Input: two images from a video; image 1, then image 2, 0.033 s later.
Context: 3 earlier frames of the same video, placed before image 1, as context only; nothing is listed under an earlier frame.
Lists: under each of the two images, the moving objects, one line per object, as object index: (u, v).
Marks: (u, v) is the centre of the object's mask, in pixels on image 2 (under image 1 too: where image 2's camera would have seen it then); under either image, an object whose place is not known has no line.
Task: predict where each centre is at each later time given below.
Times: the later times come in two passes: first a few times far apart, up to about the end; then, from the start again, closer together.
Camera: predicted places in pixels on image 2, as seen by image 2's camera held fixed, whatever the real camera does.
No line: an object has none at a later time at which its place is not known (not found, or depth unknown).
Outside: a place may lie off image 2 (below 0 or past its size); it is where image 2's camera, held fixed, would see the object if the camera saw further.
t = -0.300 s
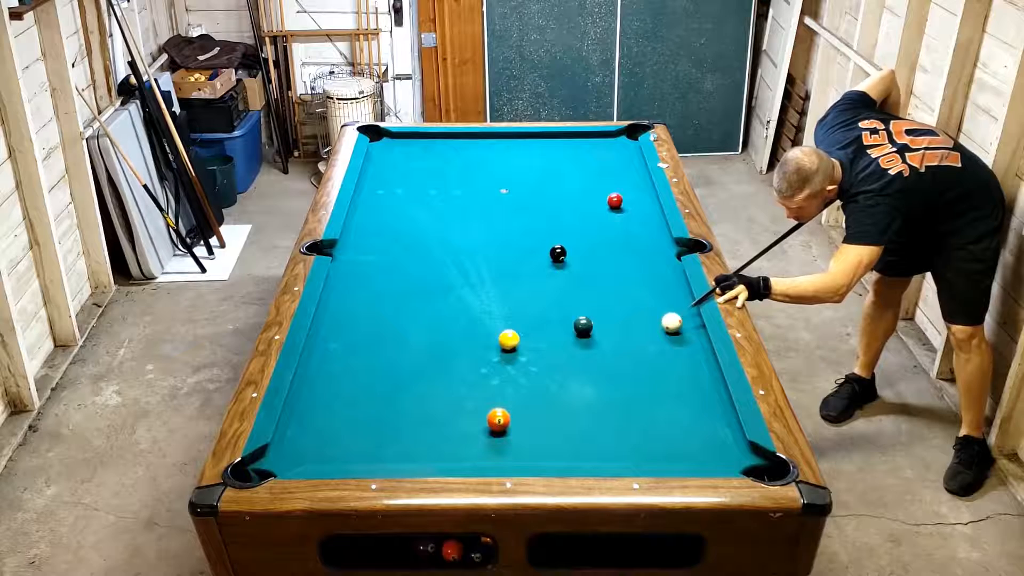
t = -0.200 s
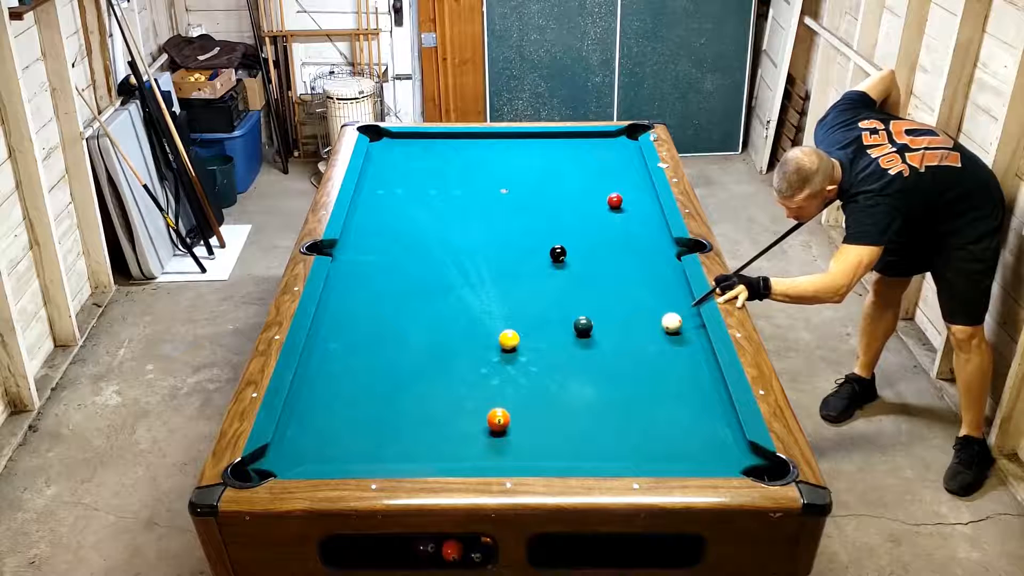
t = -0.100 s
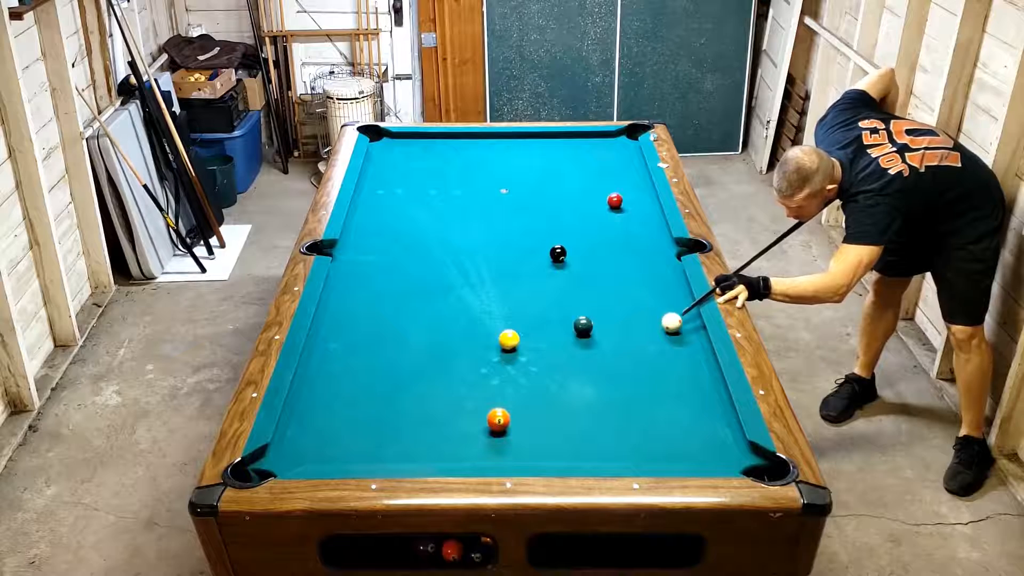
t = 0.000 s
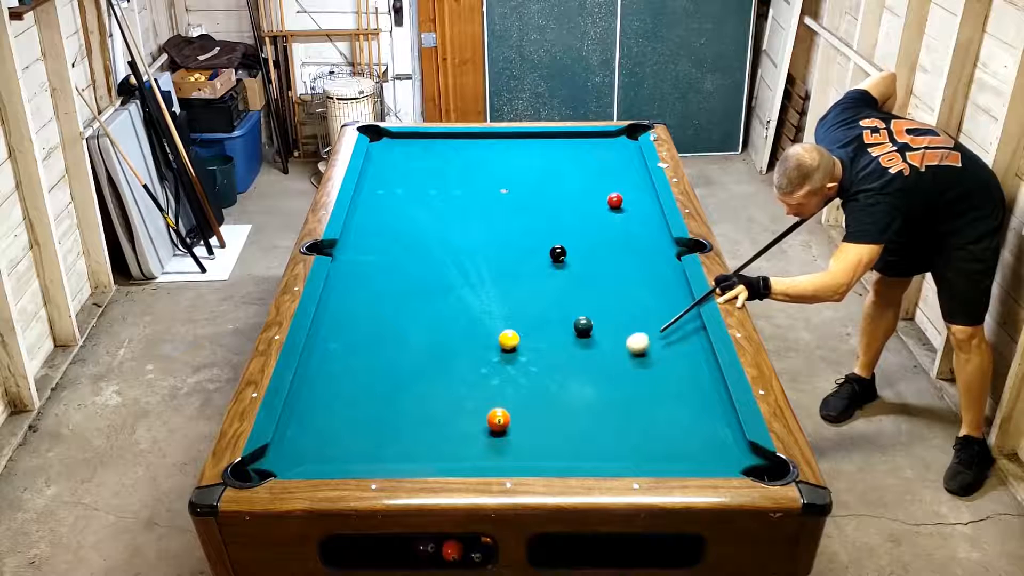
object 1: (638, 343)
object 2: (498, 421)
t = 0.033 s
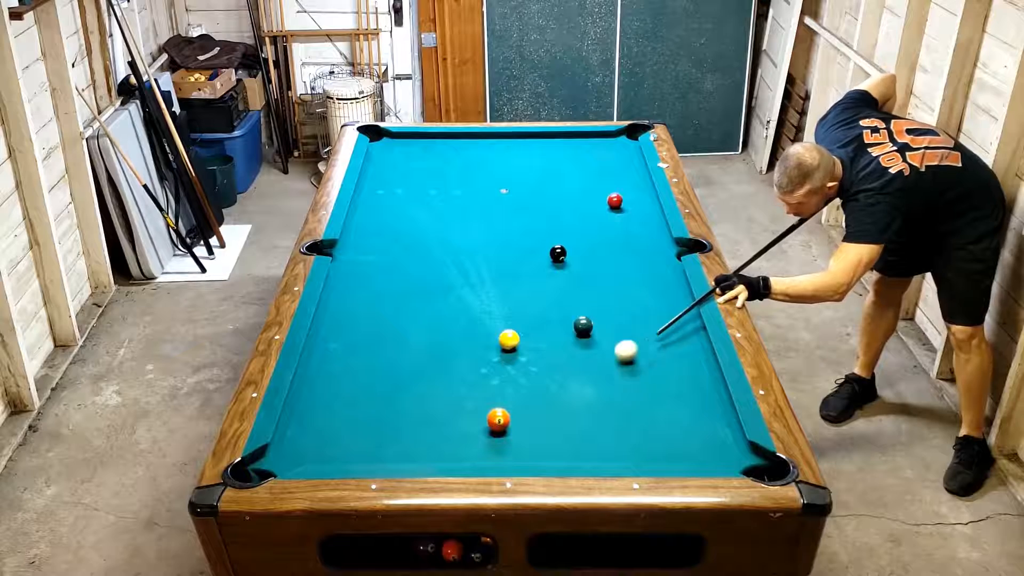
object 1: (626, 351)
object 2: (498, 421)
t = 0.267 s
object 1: (540, 405)
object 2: (498, 421)
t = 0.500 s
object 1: (516, 454)
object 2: (432, 430)
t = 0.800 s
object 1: (508, 418)
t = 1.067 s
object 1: (502, 389)
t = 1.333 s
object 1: (496, 364)
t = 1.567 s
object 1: (491, 345)
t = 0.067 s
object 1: (614, 358)
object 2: (498, 421)
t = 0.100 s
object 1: (602, 366)
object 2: (498, 421)
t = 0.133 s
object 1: (590, 373)
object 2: (498, 421)
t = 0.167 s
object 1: (578, 380)
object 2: (498, 421)
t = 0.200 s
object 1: (566, 388)
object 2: (498, 421)
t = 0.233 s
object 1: (553, 396)
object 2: (498, 421)
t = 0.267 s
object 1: (540, 405)
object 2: (498, 421)
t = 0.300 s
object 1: (527, 413)
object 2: (498, 421)
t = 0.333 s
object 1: (522, 421)
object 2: (490, 422)
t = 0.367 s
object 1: (522, 428)
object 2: (476, 424)
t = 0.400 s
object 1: (522, 435)
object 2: (464, 426)
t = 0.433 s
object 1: (520, 443)
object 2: (452, 427)
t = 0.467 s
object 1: (518, 449)
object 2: (442, 429)
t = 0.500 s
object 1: (516, 454)
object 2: (432, 430)
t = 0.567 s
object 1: (514, 447)
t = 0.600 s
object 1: (513, 443)
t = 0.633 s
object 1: (512, 439)
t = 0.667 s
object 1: (511, 435)
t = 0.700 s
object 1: (510, 430)
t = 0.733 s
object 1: (509, 426)
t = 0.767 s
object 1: (508, 422)
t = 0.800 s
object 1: (508, 418)
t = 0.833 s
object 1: (507, 415)
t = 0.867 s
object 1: (506, 411)
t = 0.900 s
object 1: (505, 407)
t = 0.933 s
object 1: (505, 404)
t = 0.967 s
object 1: (504, 400)
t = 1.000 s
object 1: (503, 396)
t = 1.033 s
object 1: (502, 393)
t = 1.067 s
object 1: (502, 389)
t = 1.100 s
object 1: (501, 386)
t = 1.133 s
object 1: (500, 383)
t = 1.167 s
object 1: (500, 380)
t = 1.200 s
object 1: (499, 376)
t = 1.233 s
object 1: (499, 373)
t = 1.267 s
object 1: (498, 370)
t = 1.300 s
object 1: (497, 367)
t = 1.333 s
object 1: (496, 364)
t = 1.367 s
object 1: (496, 361)
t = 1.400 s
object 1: (495, 358)
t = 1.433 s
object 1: (495, 356)
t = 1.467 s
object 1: (494, 353)
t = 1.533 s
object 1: (493, 347)
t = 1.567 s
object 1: (491, 345)
